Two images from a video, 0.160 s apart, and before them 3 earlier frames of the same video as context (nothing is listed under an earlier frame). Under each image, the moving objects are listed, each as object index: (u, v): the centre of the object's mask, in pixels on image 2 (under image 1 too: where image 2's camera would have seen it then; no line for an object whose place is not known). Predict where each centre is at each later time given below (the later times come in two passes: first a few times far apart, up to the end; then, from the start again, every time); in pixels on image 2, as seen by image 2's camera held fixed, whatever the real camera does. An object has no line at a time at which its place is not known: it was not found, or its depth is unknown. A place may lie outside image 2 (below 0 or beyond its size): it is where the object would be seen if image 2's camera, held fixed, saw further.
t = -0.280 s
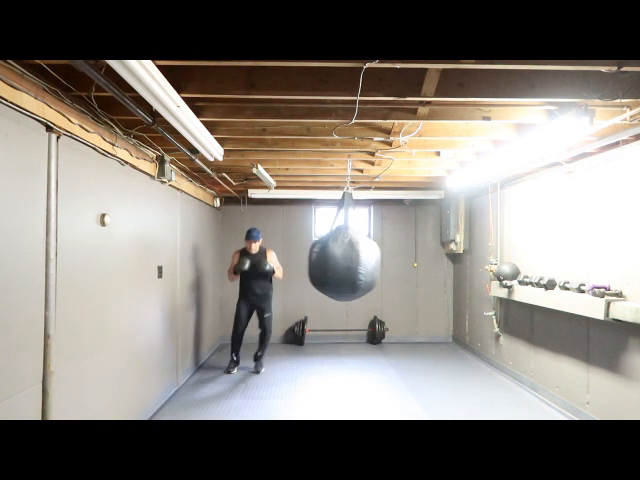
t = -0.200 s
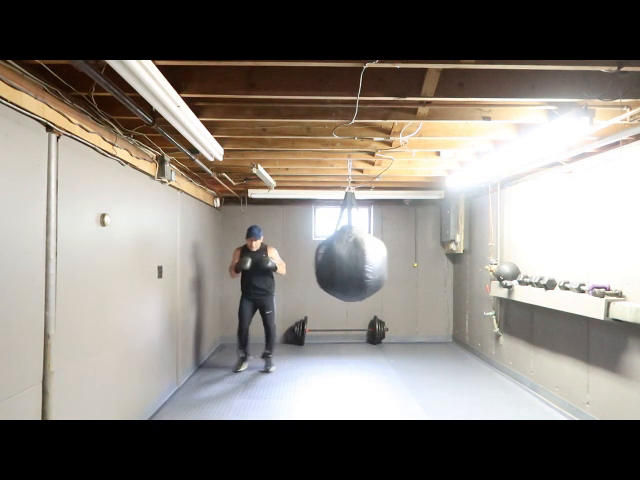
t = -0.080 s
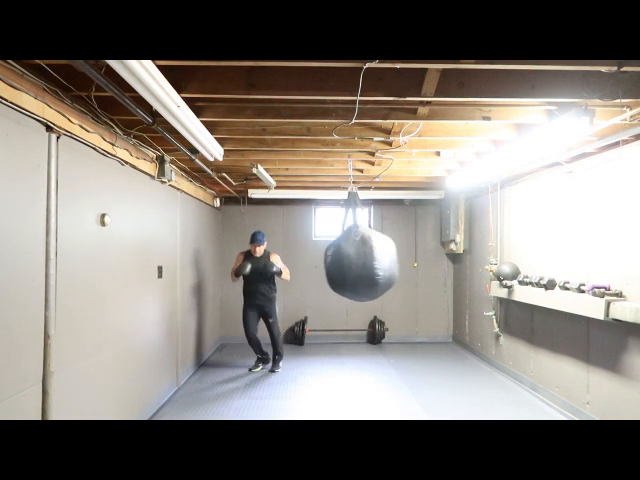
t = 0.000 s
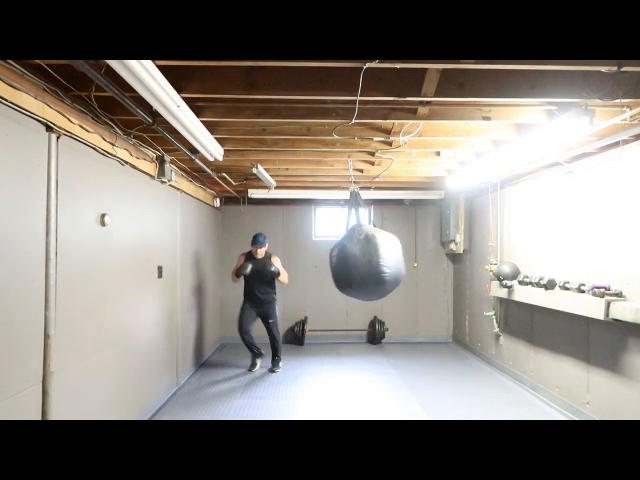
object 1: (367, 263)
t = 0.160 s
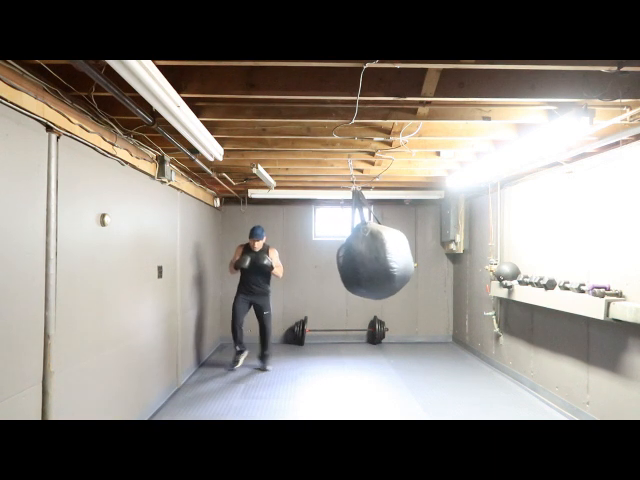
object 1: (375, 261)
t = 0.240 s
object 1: (377, 261)
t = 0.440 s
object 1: (373, 261)
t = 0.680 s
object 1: (358, 264)
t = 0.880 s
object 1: (341, 264)
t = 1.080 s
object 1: (328, 262)
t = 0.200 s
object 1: (376, 261)
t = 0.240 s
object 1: (377, 261)
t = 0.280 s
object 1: (377, 260)
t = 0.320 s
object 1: (376, 260)
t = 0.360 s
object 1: (376, 261)
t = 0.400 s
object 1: (375, 261)
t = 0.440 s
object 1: (373, 261)
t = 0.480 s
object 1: (371, 262)
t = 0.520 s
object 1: (369, 262)
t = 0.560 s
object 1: (367, 263)
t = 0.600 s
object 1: (364, 263)
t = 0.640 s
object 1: (361, 264)
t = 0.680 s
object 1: (358, 264)
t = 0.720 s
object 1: (354, 264)
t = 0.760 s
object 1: (351, 264)
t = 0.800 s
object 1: (347, 264)
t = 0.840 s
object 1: (344, 264)
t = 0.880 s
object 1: (341, 264)
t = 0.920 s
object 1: (338, 264)
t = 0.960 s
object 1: (335, 263)
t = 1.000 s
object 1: (332, 263)
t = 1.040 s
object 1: (330, 262)
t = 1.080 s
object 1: (328, 262)
